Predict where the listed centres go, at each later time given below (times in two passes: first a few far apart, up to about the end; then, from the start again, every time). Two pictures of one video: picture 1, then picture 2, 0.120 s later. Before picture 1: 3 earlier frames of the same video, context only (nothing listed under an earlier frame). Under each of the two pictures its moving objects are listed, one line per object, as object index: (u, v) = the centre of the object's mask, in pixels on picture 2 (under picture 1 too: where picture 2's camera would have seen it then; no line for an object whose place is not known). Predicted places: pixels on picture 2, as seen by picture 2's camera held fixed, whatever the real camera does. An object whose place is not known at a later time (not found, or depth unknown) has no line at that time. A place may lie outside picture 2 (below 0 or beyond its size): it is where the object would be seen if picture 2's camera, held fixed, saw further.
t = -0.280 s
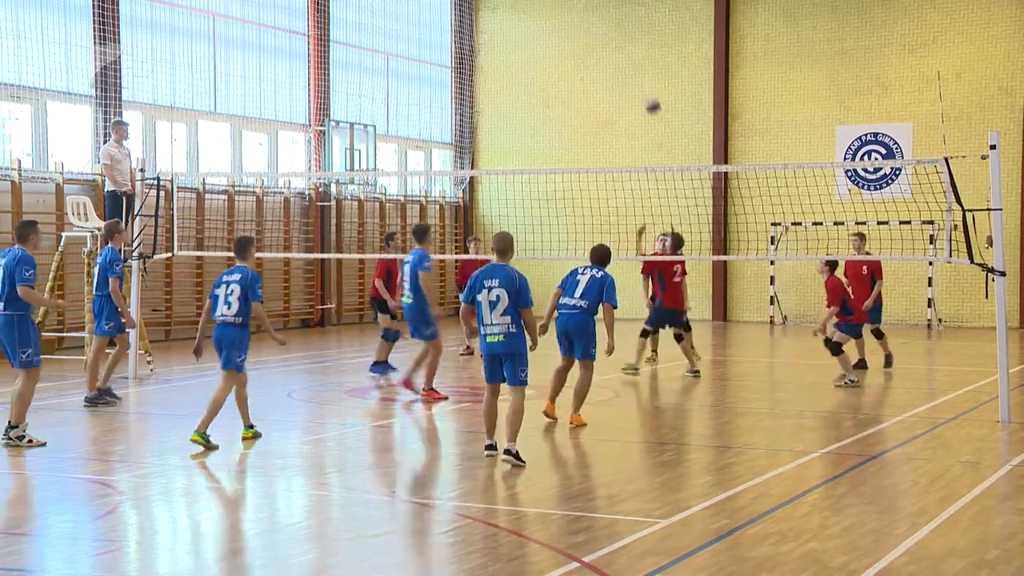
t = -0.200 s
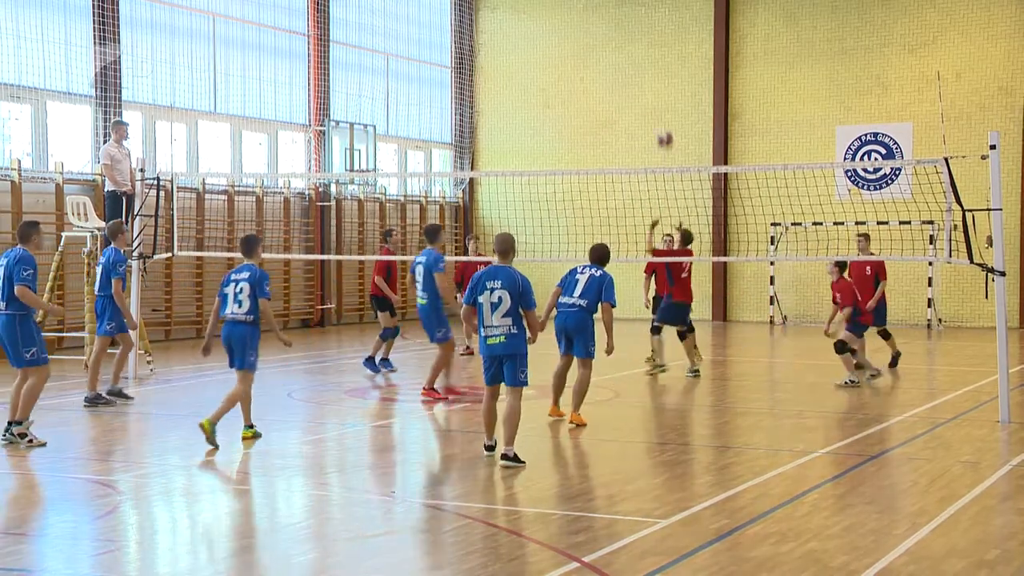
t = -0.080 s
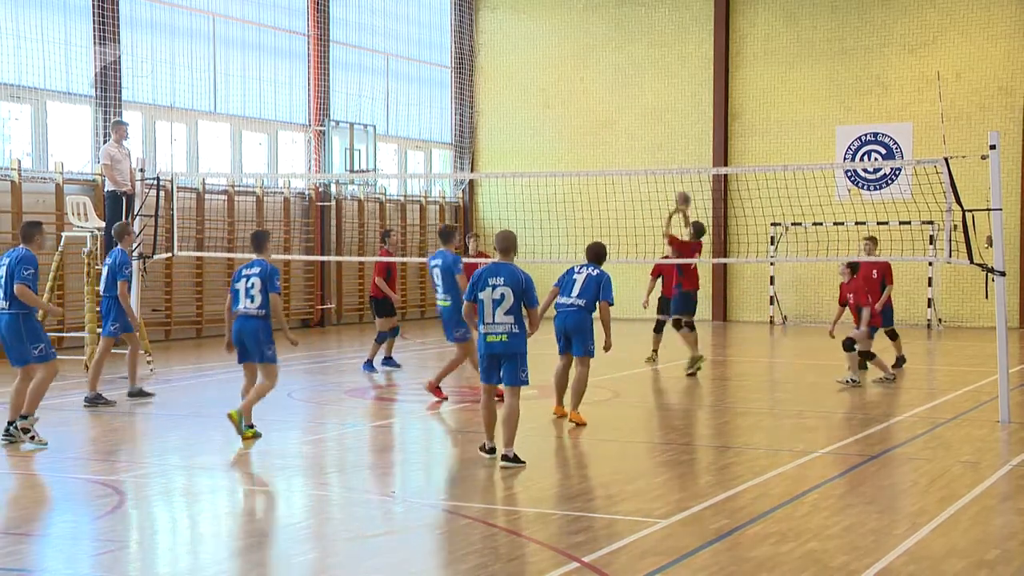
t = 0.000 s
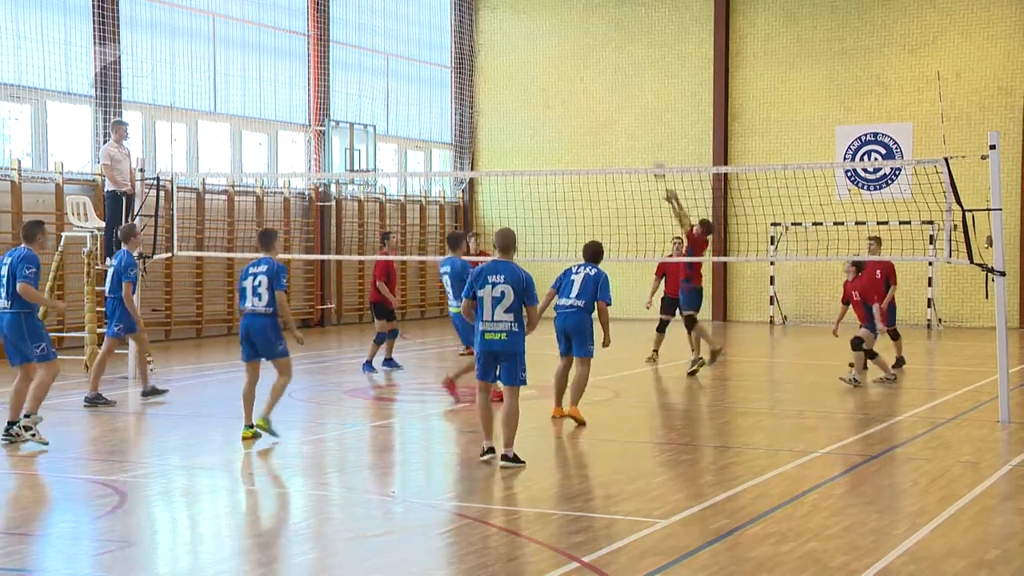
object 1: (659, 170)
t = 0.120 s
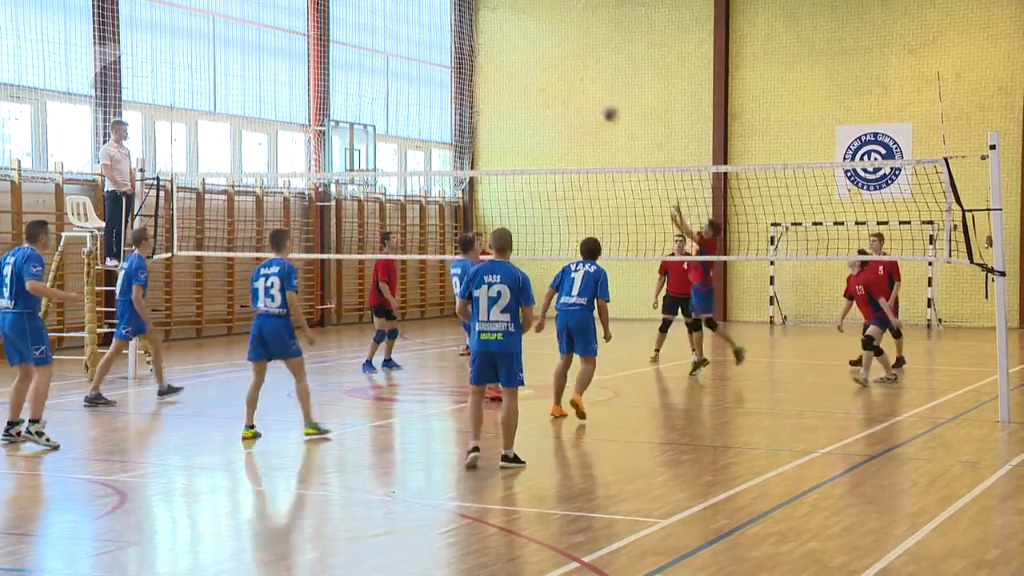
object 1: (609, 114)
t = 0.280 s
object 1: (546, 58)
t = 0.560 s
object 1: (436, 12)
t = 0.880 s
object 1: (313, 43)
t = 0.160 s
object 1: (594, 97)
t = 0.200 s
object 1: (579, 83)
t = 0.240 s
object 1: (562, 69)
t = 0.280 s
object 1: (546, 58)
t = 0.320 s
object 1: (531, 47)
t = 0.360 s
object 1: (515, 39)
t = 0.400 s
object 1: (498, 30)
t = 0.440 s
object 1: (483, 23)
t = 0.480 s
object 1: (467, 18)
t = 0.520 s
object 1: (453, 16)
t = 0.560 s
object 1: (436, 12)
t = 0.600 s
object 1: (421, 11)
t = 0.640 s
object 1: (405, 11)
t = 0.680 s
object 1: (389, 14)
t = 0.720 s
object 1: (374, 17)
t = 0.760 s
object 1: (359, 21)
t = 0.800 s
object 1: (343, 27)
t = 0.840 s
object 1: (327, 34)
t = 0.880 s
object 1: (313, 43)
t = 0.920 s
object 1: (299, 52)
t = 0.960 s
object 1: (284, 63)
